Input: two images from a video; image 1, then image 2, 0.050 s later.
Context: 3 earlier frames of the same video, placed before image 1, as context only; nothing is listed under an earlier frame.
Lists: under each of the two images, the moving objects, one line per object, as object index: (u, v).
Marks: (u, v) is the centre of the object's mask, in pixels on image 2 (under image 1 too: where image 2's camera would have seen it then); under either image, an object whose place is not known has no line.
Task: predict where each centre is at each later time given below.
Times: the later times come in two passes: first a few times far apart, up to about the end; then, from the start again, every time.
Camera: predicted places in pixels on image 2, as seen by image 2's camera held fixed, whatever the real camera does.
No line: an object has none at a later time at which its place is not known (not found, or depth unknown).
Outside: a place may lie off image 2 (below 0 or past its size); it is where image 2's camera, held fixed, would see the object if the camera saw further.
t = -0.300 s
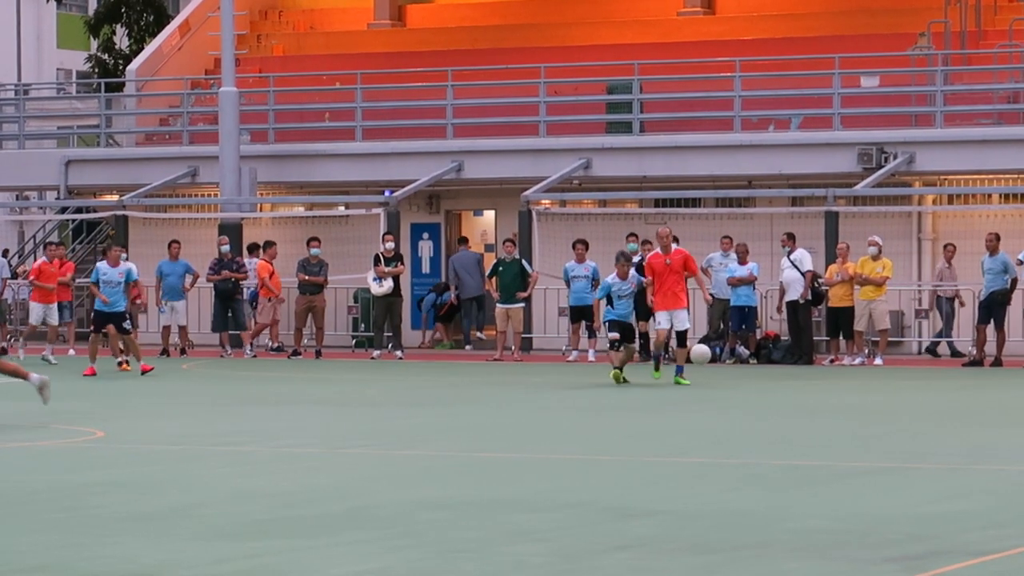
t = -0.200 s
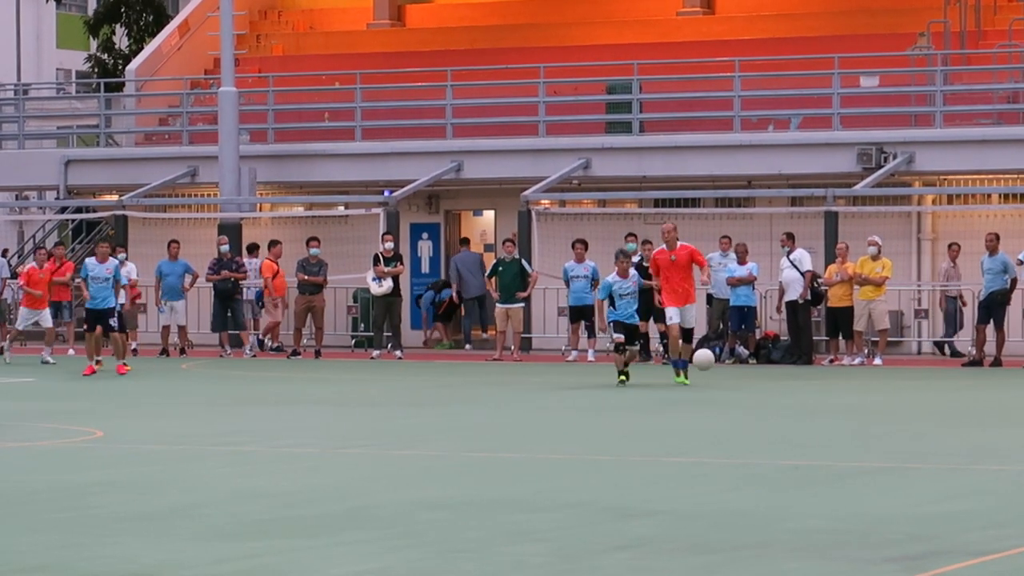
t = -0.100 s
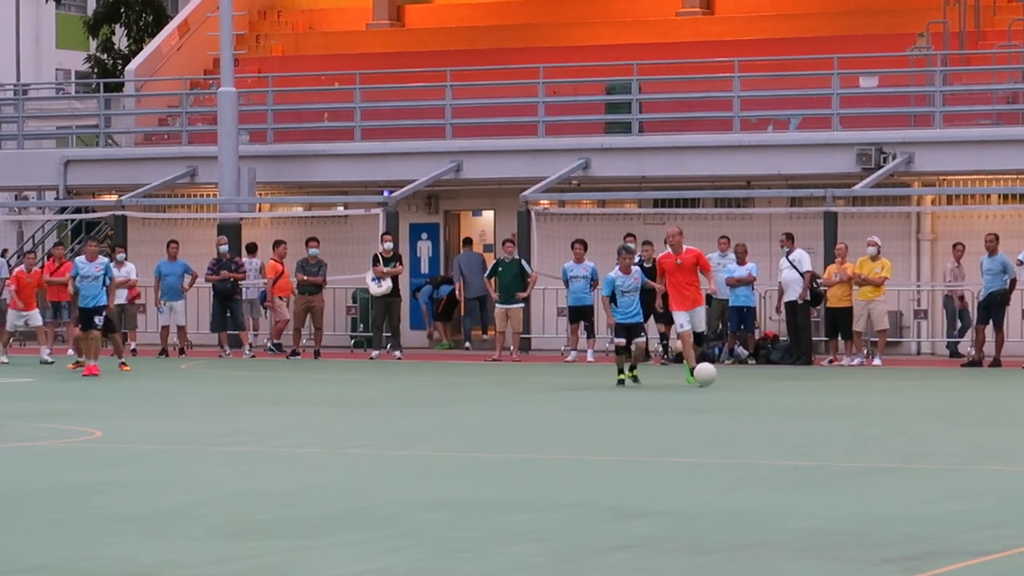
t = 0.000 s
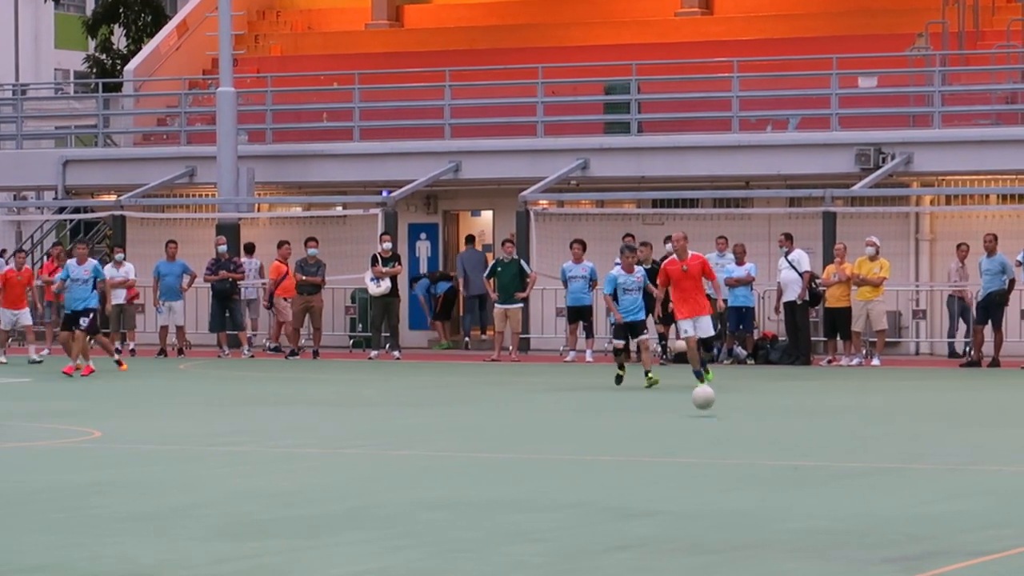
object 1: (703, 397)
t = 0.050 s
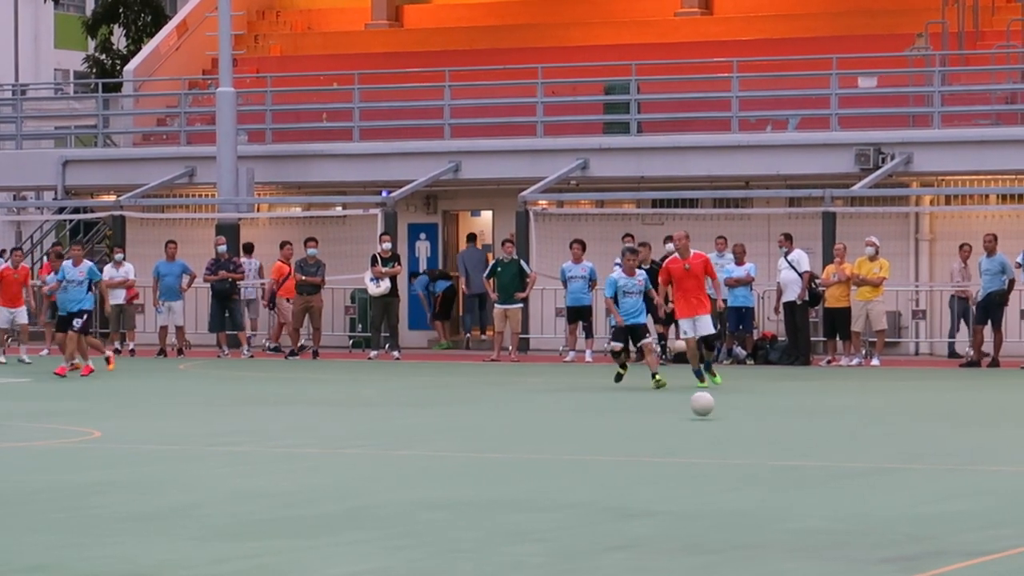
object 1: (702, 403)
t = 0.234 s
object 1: (694, 395)
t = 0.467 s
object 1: (674, 420)
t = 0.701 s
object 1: (648, 433)
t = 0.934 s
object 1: (614, 438)
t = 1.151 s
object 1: (577, 460)
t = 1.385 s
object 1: (540, 486)
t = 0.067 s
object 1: (702, 401)
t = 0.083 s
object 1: (701, 399)
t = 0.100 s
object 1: (699, 397)
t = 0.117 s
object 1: (699, 396)
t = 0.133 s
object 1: (698, 394)
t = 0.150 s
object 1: (698, 393)
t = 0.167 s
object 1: (697, 393)
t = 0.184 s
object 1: (696, 393)
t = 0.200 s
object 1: (695, 393)
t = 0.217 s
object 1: (694, 394)
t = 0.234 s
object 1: (694, 395)
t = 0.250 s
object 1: (692, 396)
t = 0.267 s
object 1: (692, 398)
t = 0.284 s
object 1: (691, 400)
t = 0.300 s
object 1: (690, 402)
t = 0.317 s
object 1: (689, 405)
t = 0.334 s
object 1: (687, 408)
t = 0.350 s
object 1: (686, 412)
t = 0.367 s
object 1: (684, 416)
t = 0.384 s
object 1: (683, 421)
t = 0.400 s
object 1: (681, 426)
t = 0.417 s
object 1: (679, 428)
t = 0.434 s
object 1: (678, 425)
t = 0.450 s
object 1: (676, 422)
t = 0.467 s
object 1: (674, 420)
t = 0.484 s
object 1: (672, 419)
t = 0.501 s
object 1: (670, 417)
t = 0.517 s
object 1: (669, 416)
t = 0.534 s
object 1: (666, 415)
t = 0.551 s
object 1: (664, 416)
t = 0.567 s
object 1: (663, 416)
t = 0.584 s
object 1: (662, 417)
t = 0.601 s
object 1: (660, 418)
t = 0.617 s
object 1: (657, 419)
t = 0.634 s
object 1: (656, 421)
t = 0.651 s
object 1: (655, 423)
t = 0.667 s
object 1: (652, 426)
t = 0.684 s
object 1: (650, 430)
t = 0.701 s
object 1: (648, 433)
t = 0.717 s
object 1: (646, 438)
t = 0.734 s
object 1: (643, 443)
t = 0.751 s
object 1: (640, 448)
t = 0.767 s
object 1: (638, 449)
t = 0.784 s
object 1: (635, 446)
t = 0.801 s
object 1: (633, 443)
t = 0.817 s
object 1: (630, 441)
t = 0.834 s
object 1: (628, 439)
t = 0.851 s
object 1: (625, 438)
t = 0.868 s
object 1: (623, 437)
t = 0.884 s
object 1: (621, 437)
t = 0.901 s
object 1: (618, 437)
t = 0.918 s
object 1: (616, 437)
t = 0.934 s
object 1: (614, 438)
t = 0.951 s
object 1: (611, 440)
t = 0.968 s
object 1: (608, 441)
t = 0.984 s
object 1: (605, 444)
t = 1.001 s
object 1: (602, 447)
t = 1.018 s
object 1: (599, 450)
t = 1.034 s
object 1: (597, 454)
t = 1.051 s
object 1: (594, 458)
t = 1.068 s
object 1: (591, 463)
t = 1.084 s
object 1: (588, 469)
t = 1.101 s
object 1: (585, 466)
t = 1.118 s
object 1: (582, 464)
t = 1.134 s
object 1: (580, 462)
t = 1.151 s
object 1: (577, 460)
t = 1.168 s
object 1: (574, 458)
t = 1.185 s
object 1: (571, 458)
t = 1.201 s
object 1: (569, 457)
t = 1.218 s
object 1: (566, 458)
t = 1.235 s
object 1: (563, 459)
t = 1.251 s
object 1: (561, 460)
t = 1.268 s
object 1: (558, 461)
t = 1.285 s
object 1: (555, 463)
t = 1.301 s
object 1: (552, 466)
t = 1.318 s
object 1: (550, 470)
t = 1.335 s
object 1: (548, 473)
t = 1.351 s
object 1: (546, 478)
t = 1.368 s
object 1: (543, 483)
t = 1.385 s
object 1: (540, 486)
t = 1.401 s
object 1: (538, 484)
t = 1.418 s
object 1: (536, 482)
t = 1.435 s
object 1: (535, 481)
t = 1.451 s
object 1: (532, 480)
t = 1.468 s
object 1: (529, 480)
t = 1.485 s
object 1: (526, 480)
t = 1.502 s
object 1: (523, 481)
